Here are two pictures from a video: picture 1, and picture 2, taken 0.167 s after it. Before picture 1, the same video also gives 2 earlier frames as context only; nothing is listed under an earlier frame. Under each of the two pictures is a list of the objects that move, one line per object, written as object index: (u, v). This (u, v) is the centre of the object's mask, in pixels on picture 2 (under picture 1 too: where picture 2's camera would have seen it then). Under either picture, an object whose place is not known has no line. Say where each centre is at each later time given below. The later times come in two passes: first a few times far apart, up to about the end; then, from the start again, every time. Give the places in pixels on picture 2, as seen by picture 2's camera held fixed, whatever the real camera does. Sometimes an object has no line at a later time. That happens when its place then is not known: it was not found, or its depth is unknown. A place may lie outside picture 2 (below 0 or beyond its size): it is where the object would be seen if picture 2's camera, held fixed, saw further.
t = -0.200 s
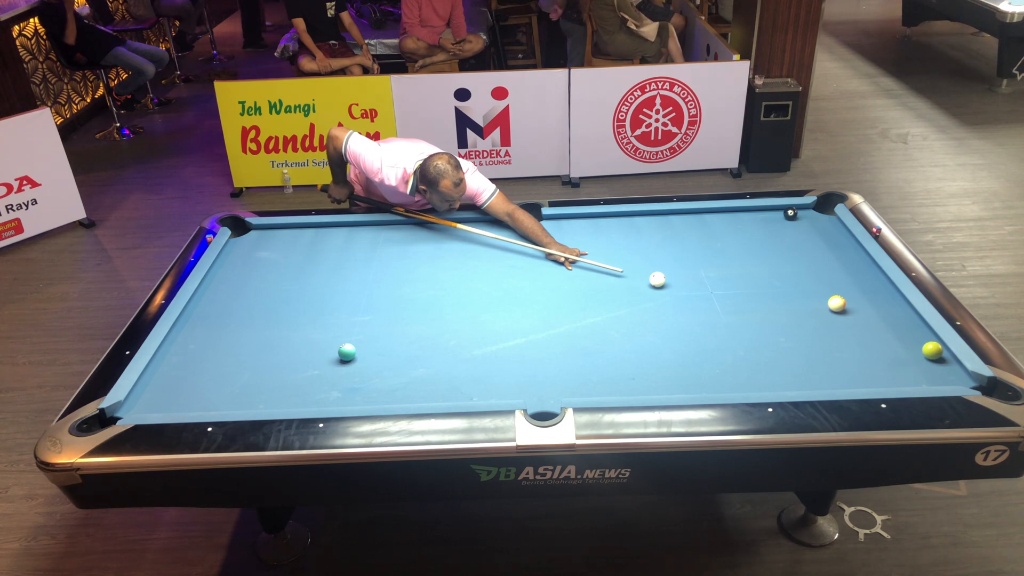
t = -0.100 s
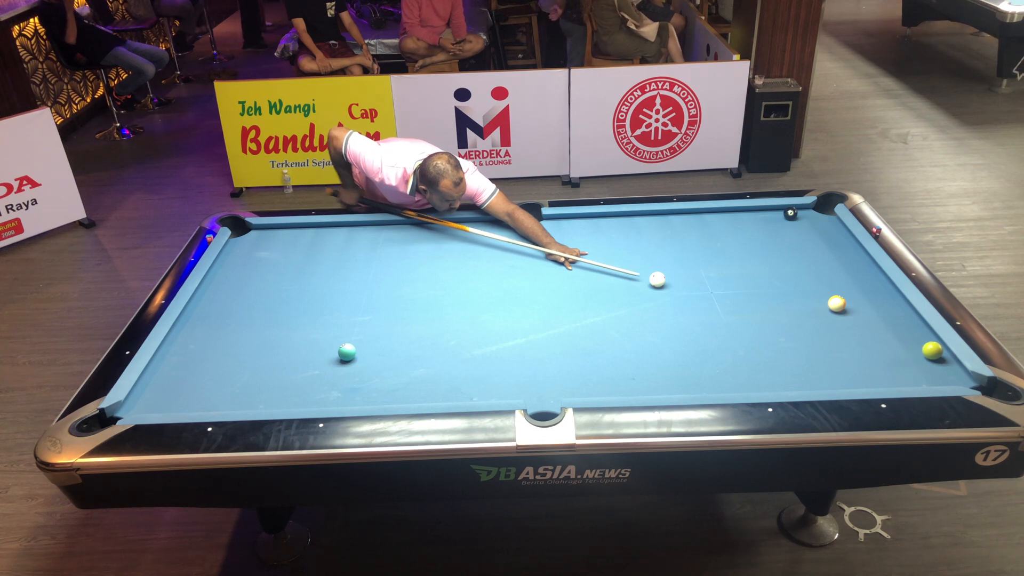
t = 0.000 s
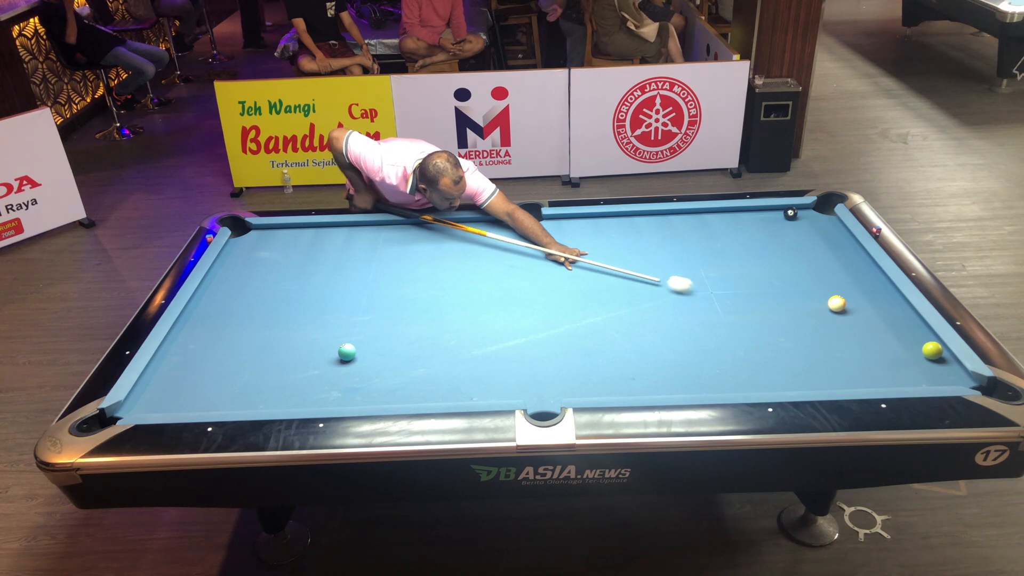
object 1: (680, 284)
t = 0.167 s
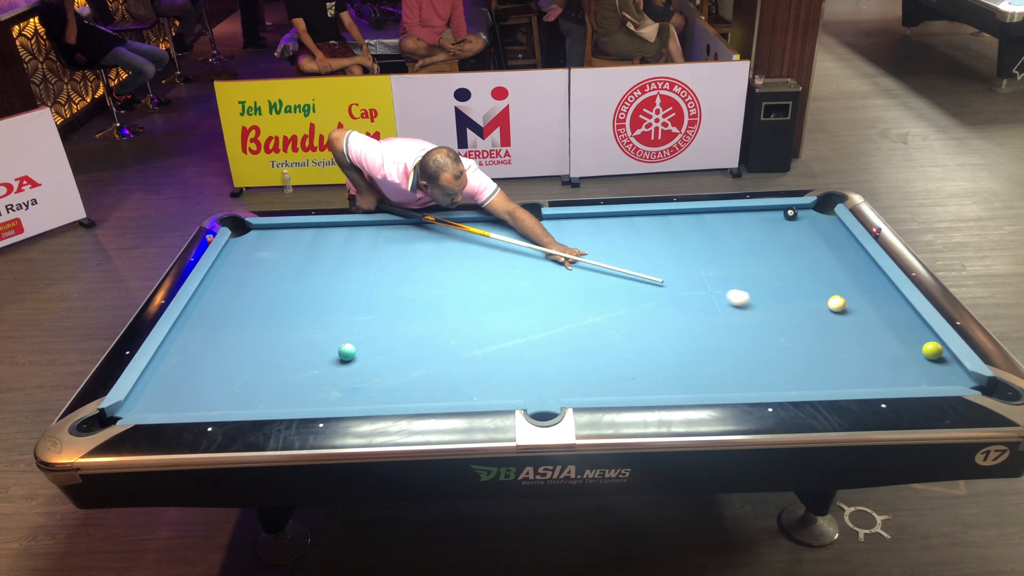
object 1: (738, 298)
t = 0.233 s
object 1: (759, 303)
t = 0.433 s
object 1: (821, 317)
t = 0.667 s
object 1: (899, 335)
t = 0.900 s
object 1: (913, 339)
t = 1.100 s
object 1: (888, 338)
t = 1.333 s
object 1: (861, 337)
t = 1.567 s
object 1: (836, 336)
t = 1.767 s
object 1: (815, 335)
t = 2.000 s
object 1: (793, 334)
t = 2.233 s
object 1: (773, 333)
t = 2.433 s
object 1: (757, 333)
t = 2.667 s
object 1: (740, 332)
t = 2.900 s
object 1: (724, 332)
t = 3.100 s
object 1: (711, 331)
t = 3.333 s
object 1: (698, 330)
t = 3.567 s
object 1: (687, 329)
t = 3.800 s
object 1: (678, 329)
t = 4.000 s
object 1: (671, 328)
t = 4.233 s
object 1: (664, 328)
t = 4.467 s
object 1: (659, 327)
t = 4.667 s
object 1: (656, 328)
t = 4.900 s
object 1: (654, 327)
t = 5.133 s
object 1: (653, 327)
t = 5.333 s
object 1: (653, 328)
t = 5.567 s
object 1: (653, 328)
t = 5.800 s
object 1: (653, 328)
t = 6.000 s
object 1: (653, 327)
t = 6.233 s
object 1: (653, 327)
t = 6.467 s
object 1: (653, 327)
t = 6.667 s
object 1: (653, 328)
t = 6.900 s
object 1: (653, 327)
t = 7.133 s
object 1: (653, 327)
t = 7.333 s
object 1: (653, 327)
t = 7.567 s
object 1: (653, 327)
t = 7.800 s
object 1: (653, 327)
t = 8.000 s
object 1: (653, 327)
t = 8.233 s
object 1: (653, 327)
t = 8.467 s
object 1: (653, 327)
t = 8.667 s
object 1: (653, 327)
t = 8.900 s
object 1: (653, 327)
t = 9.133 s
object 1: (654, 327)
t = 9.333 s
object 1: (654, 327)
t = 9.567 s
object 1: (654, 327)
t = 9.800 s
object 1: (654, 327)
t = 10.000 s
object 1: (654, 327)
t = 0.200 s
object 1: (748, 300)
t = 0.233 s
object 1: (759, 303)
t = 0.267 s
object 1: (768, 305)
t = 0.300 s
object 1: (779, 308)
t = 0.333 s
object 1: (790, 310)
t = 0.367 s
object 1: (800, 312)
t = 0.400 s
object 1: (811, 315)
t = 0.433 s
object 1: (821, 317)
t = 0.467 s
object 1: (832, 320)
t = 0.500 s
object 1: (843, 322)
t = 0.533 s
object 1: (854, 325)
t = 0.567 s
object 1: (865, 327)
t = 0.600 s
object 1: (877, 330)
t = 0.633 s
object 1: (887, 332)
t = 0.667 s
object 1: (899, 335)
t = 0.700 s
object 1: (910, 338)
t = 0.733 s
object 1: (920, 338)
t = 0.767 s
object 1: (929, 339)
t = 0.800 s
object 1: (928, 339)
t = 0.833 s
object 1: (922, 339)
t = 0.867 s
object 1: (918, 339)
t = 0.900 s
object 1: (913, 339)
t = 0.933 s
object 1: (909, 339)
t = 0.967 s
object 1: (905, 338)
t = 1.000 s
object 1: (900, 338)
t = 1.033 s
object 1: (896, 338)
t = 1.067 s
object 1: (892, 338)
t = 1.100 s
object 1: (888, 338)
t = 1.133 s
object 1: (884, 338)
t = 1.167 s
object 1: (880, 338)
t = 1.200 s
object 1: (876, 337)
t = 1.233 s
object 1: (872, 337)
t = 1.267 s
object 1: (868, 337)
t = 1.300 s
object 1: (865, 337)
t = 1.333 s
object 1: (861, 337)
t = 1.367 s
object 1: (857, 337)
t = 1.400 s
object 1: (854, 336)
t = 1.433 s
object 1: (850, 336)
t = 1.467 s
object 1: (846, 336)
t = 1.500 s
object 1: (843, 336)
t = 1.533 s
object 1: (839, 336)
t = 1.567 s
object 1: (836, 336)
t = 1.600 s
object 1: (832, 336)
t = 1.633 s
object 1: (829, 336)
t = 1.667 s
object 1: (825, 336)
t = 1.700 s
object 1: (822, 335)
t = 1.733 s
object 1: (819, 335)
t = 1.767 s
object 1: (815, 335)
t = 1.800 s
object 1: (812, 335)
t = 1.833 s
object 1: (809, 335)
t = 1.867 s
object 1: (806, 335)
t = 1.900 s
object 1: (803, 335)
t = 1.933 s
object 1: (799, 334)
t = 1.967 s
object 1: (796, 334)
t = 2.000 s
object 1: (793, 334)
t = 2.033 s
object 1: (790, 334)
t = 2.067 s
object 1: (787, 334)
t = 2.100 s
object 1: (784, 334)
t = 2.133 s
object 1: (781, 334)
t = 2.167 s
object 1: (779, 334)
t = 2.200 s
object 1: (776, 333)
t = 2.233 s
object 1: (773, 333)
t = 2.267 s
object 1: (770, 333)
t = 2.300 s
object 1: (767, 333)
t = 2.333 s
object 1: (765, 333)
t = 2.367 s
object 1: (762, 333)
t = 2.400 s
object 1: (760, 333)
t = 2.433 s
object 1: (757, 333)
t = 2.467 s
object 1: (754, 333)
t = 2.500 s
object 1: (752, 333)
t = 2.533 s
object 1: (749, 333)
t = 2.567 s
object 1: (747, 333)
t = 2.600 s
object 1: (744, 332)
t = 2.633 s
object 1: (742, 332)
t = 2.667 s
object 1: (740, 332)
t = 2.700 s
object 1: (737, 332)
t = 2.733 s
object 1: (735, 332)
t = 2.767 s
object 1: (733, 332)
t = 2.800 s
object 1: (730, 332)
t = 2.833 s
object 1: (728, 332)
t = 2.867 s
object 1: (726, 332)
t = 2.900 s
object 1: (724, 332)
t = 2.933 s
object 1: (722, 332)
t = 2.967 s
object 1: (719, 331)
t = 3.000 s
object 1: (717, 331)
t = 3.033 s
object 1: (715, 331)
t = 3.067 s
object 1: (713, 331)
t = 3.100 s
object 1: (711, 331)
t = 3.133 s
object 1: (709, 331)
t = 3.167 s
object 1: (708, 331)
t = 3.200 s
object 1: (706, 331)
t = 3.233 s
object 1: (704, 331)
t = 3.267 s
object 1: (702, 330)
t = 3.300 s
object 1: (700, 331)
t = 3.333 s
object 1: (698, 330)
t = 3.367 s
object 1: (697, 330)
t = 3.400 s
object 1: (695, 330)
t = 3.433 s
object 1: (694, 330)
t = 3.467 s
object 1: (692, 330)
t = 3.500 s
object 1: (690, 329)
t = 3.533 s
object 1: (689, 330)
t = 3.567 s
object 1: (687, 329)
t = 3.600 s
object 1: (686, 329)
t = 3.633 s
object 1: (684, 329)
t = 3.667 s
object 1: (683, 329)
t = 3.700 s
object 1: (681, 329)
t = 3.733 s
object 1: (680, 329)
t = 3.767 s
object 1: (679, 329)
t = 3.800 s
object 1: (678, 329)
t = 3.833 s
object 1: (676, 329)
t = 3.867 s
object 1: (675, 328)
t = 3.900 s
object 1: (674, 329)
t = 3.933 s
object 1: (673, 329)
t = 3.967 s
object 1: (672, 328)
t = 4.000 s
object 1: (671, 328)
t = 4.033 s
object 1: (670, 328)
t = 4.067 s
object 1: (669, 328)
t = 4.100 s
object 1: (668, 328)
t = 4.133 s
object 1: (667, 328)
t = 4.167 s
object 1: (666, 328)
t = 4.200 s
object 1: (665, 328)
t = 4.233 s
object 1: (664, 328)
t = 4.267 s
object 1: (663, 328)
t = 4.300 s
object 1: (663, 328)
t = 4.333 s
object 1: (662, 327)
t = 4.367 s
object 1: (661, 328)
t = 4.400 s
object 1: (661, 328)
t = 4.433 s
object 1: (660, 328)
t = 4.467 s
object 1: (659, 327)
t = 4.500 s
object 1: (659, 327)
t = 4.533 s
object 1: (658, 327)
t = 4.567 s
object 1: (658, 327)
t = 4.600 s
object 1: (657, 327)
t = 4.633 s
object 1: (657, 327)
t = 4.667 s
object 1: (656, 328)
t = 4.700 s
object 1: (656, 327)
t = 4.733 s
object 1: (656, 327)
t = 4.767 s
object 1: (655, 328)
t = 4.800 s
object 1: (655, 328)
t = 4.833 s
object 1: (655, 327)
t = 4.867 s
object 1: (654, 327)
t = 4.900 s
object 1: (654, 327)
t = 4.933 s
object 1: (654, 328)
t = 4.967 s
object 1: (654, 327)
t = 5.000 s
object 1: (654, 327)
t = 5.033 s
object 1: (653, 327)
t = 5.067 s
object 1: (653, 327)
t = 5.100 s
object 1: (653, 327)
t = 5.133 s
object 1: (653, 327)
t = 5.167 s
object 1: (653, 327)
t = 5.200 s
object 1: (653, 327)
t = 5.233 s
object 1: (653, 327)
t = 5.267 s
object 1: (653, 328)
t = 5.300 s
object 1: (653, 328)
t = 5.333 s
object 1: (653, 328)
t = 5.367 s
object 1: (653, 327)
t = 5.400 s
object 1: (653, 328)
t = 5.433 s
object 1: (653, 328)
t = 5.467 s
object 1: (653, 328)
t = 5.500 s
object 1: (653, 328)
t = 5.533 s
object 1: (653, 328)
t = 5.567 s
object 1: (653, 328)
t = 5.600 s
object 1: (653, 328)
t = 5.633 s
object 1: (653, 327)
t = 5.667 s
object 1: (653, 328)
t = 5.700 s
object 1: (653, 328)
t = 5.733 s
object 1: (653, 328)
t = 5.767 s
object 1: (653, 328)
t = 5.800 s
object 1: (653, 328)
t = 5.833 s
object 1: (653, 327)
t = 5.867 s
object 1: (653, 327)
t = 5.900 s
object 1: (653, 328)
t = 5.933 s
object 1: (653, 328)
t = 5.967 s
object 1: (653, 327)
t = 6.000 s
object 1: (653, 327)
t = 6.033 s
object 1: (653, 327)
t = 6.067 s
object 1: (653, 327)
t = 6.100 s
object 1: (653, 327)
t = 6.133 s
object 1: (653, 327)
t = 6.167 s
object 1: (653, 327)
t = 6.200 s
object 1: (653, 327)
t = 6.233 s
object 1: (653, 327)
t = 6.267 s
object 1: (653, 327)
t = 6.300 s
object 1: (653, 327)
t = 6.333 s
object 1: (653, 327)
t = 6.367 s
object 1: (653, 328)
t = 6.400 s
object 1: (653, 328)
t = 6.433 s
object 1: (653, 327)
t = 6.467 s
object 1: (653, 327)
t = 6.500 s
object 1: (653, 328)
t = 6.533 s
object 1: (653, 328)
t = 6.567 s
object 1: (653, 328)
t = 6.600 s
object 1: (653, 327)
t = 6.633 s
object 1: (653, 328)
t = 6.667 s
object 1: (653, 328)
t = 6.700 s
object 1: (653, 327)
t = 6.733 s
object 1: (653, 327)
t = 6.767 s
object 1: (653, 328)
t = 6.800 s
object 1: (653, 328)
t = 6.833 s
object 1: (653, 327)
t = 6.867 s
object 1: (653, 327)
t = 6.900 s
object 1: (653, 327)
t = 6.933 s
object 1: (653, 327)
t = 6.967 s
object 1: (653, 327)
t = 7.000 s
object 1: (653, 327)
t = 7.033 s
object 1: (653, 327)
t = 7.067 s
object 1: (653, 327)
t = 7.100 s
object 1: (653, 328)
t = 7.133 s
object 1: (653, 327)
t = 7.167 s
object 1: (653, 327)
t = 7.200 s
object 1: (653, 328)
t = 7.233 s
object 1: (653, 327)
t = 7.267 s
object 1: (653, 328)
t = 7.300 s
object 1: (653, 327)
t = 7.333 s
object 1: (653, 327)
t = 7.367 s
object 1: (653, 327)
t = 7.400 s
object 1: (653, 327)
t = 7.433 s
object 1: (653, 327)
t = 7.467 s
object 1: (653, 327)
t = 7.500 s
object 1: (653, 327)
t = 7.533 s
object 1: (653, 327)
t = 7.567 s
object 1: (653, 327)
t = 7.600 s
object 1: (653, 327)
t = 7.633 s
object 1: (653, 327)
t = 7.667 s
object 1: (653, 327)
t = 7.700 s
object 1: (653, 327)
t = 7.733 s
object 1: (653, 327)
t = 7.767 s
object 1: (653, 327)
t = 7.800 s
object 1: (653, 327)
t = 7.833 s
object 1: (653, 327)
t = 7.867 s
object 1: (653, 327)
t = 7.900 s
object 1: (653, 327)
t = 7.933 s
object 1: (653, 327)
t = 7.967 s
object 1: (653, 327)
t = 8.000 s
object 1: (653, 327)
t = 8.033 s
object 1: (653, 327)
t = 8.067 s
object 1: (653, 327)
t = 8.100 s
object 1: (653, 327)
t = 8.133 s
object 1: (653, 327)
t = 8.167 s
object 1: (653, 327)
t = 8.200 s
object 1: (653, 327)
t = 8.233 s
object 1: (653, 327)
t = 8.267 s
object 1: (653, 327)
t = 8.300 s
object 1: (653, 327)
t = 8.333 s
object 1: (653, 327)
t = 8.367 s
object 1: (653, 327)
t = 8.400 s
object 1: (653, 327)
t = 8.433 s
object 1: (653, 327)
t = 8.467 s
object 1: (653, 327)
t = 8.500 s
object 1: (653, 327)
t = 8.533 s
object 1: (653, 327)
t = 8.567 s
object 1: (653, 327)
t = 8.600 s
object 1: (653, 327)
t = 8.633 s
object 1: (653, 327)
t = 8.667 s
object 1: (653, 327)
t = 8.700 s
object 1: (654, 327)
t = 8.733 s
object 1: (653, 327)
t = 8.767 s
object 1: (653, 327)
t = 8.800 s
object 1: (653, 327)
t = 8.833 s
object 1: (653, 327)
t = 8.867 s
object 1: (653, 327)
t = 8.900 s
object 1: (653, 327)
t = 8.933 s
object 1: (653, 327)
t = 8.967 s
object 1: (653, 327)
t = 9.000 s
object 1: (653, 327)
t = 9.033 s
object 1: (653, 327)
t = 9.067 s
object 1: (654, 327)
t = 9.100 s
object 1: (654, 327)
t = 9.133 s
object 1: (654, 327)
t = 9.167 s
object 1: (654, 327)
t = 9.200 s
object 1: (654, 327)
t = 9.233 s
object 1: (654, 327)
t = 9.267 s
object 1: (653, 327)
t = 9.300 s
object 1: (653, 327)
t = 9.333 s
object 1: (654, 327)
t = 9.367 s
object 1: (654, 327)
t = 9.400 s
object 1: (654, 327)
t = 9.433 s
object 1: (654, 327)
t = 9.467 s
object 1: (654, 327)
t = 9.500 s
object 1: (654, 327)
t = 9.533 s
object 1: (654, 327)
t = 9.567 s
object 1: (654, 327)
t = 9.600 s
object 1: (654, 327)
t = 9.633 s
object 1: (654, 327)
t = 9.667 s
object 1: (654, 327)
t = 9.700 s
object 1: (654, 327)
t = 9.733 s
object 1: (654, 327)
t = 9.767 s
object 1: (654, 327)
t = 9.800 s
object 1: (654, 327)
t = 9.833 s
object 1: (653, 327)
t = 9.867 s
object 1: (654, 327)
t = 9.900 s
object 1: (654, 327)
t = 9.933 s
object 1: (654, 327)
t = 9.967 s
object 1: (653, 327)
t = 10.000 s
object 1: (654, 327)
